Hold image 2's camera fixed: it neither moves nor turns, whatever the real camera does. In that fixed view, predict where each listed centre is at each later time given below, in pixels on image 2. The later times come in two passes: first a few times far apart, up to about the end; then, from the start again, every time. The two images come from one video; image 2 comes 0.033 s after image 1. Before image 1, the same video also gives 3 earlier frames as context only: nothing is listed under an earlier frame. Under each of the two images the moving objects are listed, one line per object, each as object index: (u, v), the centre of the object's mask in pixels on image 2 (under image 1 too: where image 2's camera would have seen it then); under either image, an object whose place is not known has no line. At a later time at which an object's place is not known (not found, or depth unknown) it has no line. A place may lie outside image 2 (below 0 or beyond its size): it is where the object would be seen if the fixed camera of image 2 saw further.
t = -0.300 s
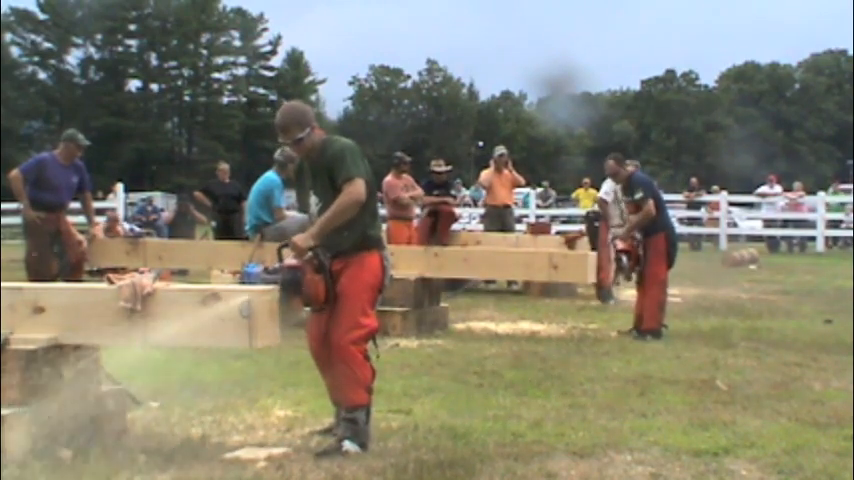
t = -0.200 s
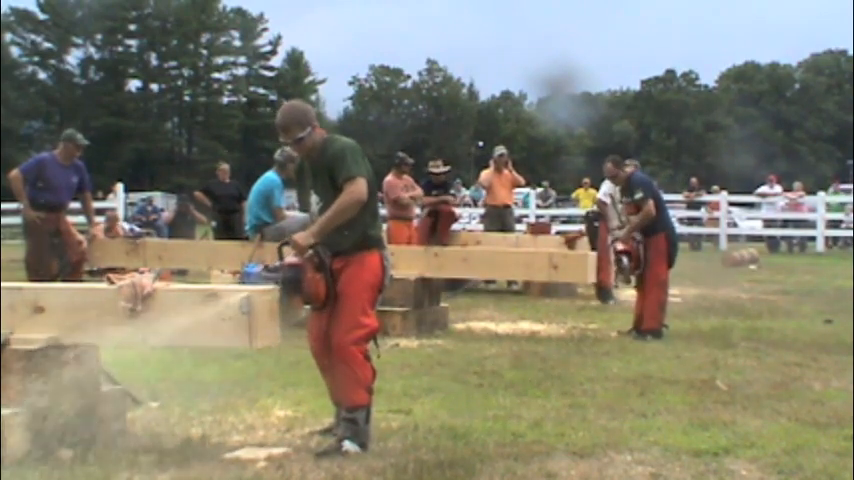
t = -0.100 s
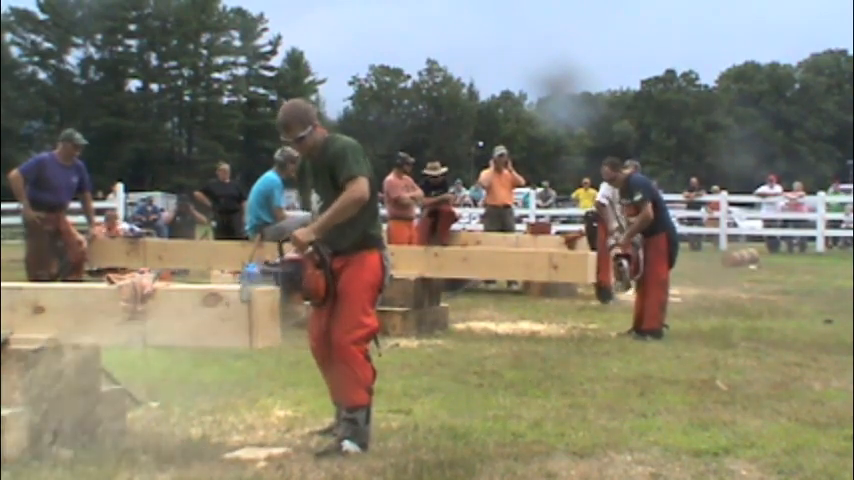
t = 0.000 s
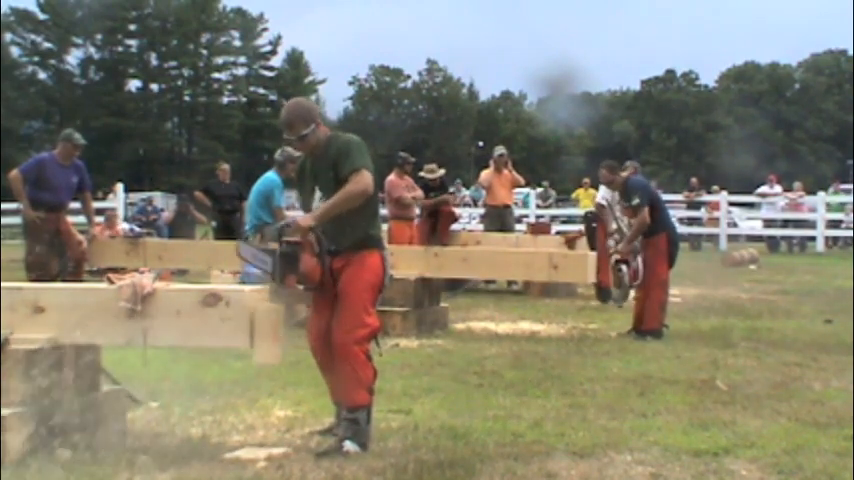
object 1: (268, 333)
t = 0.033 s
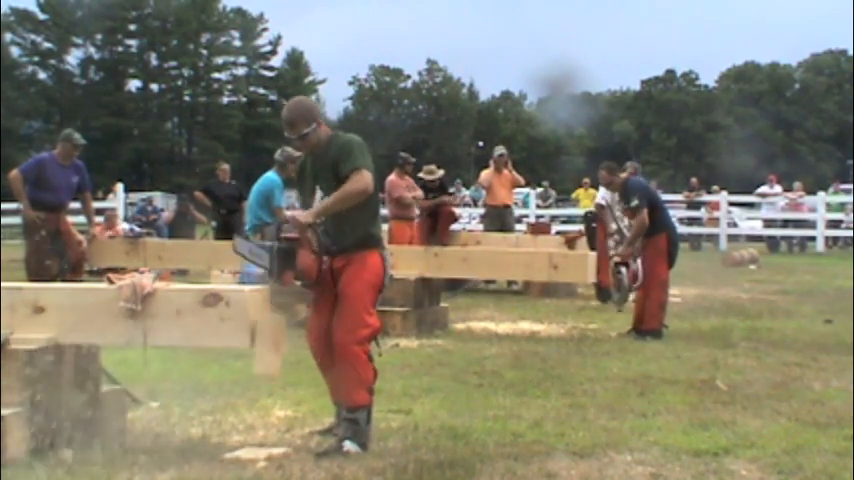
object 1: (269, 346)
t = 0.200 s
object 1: (270, 426)
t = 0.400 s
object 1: (280, 442)
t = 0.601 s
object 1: (292, 443)
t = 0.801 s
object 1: (309, 463)
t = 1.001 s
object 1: (308, 463)
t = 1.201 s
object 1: (308, 463)
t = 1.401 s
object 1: (308, 463)
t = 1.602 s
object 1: (308, 463)
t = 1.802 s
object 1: (308, 463)
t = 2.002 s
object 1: (308, 463)
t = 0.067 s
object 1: (270, 359)
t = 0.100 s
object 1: (269, 373)
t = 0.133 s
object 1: (269, 393)
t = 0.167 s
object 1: (270, 410)
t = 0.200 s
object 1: (270, 426)
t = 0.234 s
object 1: (272, 428)
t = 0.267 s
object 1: (274, 425)
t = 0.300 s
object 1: (276, 427)
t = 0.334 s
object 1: (278, 430)
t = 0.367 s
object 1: (278, 437)
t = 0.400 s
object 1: (280, 442)
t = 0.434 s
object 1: (283, 441)
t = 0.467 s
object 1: (285, 440)
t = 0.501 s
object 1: (287, 441)
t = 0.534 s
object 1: (289, 442)
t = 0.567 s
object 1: (290, 441)
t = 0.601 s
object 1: (292, 443)
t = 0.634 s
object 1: (294, 444)
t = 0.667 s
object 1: (298, 449)
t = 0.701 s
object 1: (302, 451)
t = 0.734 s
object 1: (305, 455)
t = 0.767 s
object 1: (310, 461)
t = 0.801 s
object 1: (309, 463)
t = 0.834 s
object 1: (308, 462)
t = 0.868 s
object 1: (308, 462)
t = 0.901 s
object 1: (308, 463)
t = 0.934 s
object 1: (308, 463)
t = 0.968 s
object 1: (308, 463)
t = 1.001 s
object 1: (308, 463)
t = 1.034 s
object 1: (308, 463)
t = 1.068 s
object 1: (308, 463)
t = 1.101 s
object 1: (308, 463)
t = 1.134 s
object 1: (308, 463)
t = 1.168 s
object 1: (308, 463)
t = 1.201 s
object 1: (308, 463)
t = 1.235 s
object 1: (308, 463)
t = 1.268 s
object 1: (308, 463)
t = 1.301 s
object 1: (308, 463)
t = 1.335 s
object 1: (308, 463)
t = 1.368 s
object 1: (308, 463)
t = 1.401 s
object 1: (308, 463)
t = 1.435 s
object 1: (308, 463)
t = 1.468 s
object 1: (308, 463)
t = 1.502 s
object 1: (308, 463)
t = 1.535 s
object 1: (308, 463)
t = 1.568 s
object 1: (307, 463)
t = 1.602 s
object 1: (308, 463)
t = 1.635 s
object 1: (308, 463)
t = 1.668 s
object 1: (308, 463)
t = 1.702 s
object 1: (308, 463)
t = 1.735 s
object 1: (308, 463)
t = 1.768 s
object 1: (308, 463)
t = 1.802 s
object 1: (308, 463)
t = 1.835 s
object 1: (308, 463)
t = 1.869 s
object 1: (308, 463)
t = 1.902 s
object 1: (308, 463)
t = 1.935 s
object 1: (308, 463)
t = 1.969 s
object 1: (308, 463)
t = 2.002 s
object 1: (308, 463)
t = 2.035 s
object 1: (308, 463)
